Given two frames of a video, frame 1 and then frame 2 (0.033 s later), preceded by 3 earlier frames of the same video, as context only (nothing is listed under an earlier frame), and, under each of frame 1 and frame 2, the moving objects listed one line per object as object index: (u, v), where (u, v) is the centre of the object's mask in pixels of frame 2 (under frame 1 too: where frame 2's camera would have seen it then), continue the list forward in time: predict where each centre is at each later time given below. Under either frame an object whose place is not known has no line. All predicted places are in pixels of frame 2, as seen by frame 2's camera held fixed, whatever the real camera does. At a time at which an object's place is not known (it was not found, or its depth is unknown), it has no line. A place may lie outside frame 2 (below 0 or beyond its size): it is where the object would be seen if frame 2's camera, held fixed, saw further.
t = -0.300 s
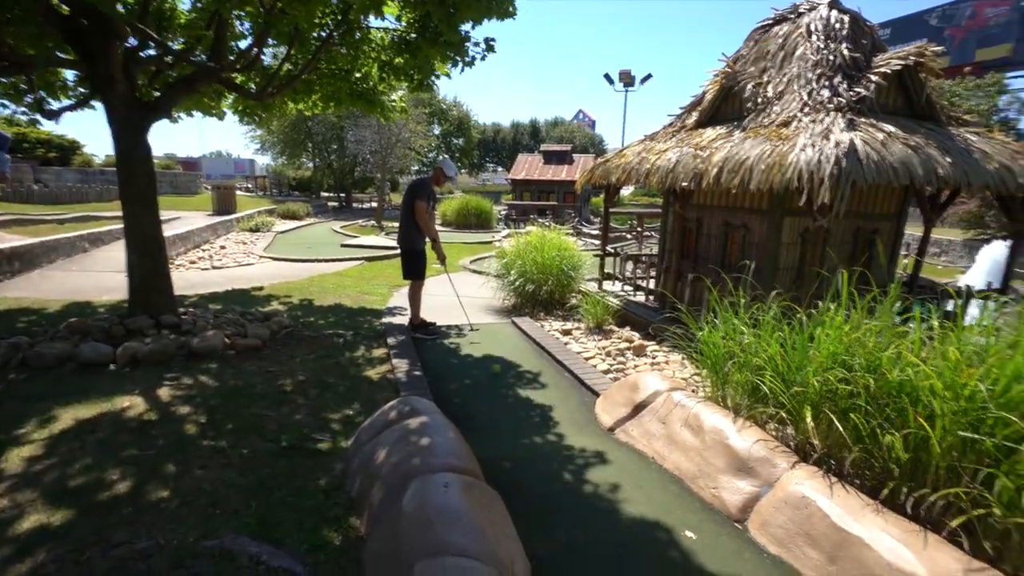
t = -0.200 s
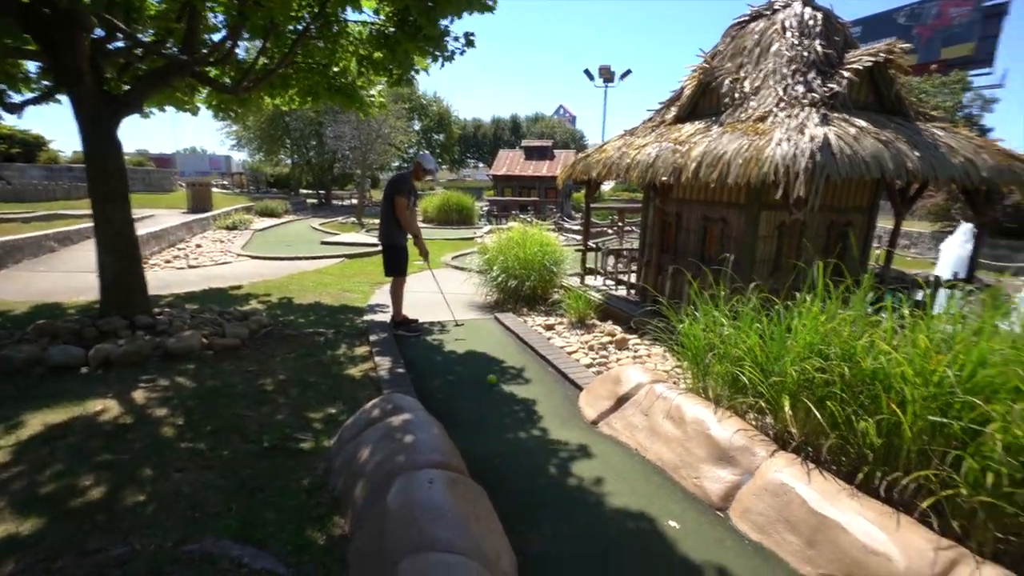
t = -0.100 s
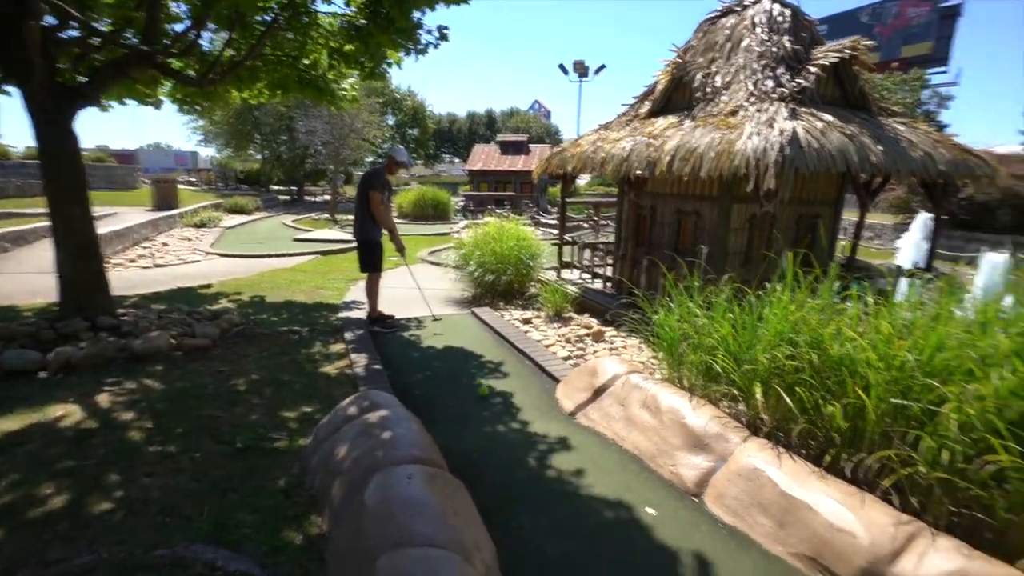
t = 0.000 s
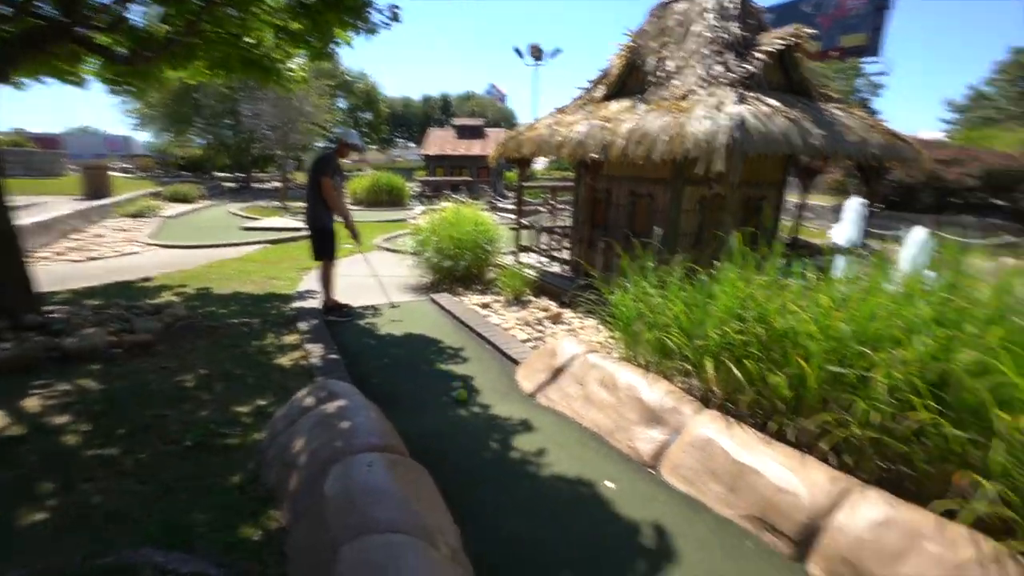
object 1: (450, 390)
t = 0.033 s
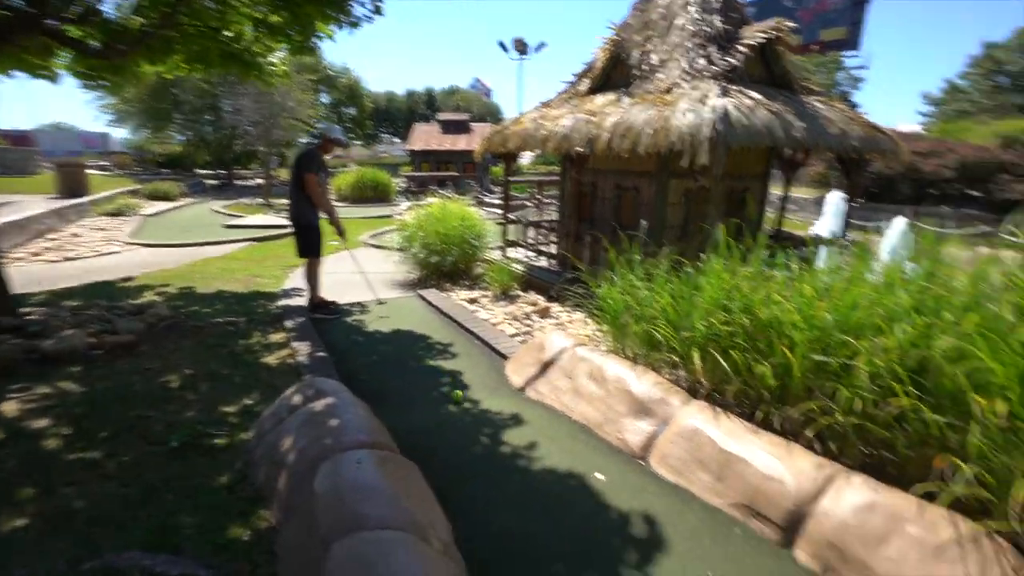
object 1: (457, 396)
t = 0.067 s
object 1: (464, 401)
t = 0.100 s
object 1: (470, 407)
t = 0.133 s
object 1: (476, 414)
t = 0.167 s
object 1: (486, 420)
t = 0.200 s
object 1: (495, 427)
